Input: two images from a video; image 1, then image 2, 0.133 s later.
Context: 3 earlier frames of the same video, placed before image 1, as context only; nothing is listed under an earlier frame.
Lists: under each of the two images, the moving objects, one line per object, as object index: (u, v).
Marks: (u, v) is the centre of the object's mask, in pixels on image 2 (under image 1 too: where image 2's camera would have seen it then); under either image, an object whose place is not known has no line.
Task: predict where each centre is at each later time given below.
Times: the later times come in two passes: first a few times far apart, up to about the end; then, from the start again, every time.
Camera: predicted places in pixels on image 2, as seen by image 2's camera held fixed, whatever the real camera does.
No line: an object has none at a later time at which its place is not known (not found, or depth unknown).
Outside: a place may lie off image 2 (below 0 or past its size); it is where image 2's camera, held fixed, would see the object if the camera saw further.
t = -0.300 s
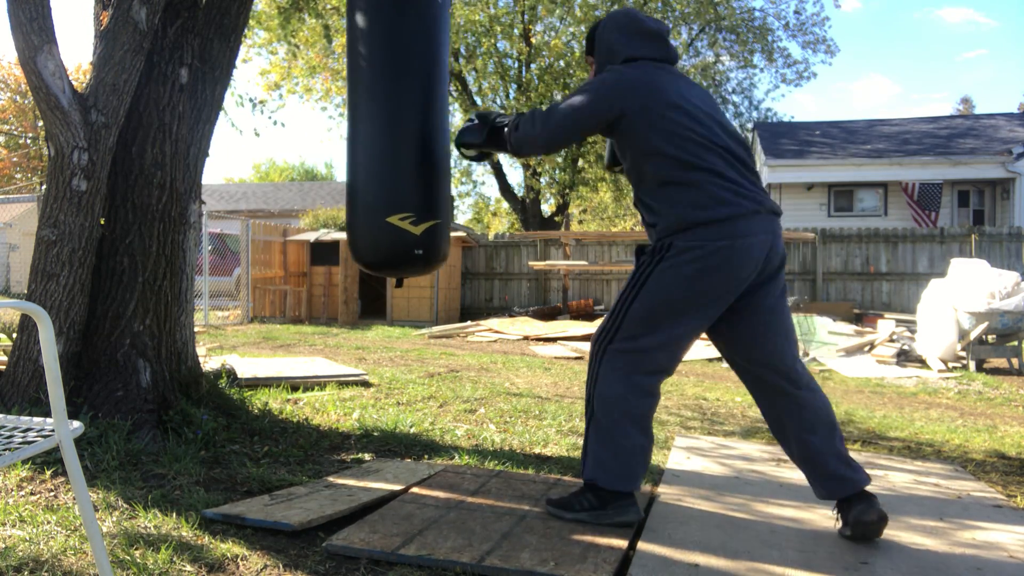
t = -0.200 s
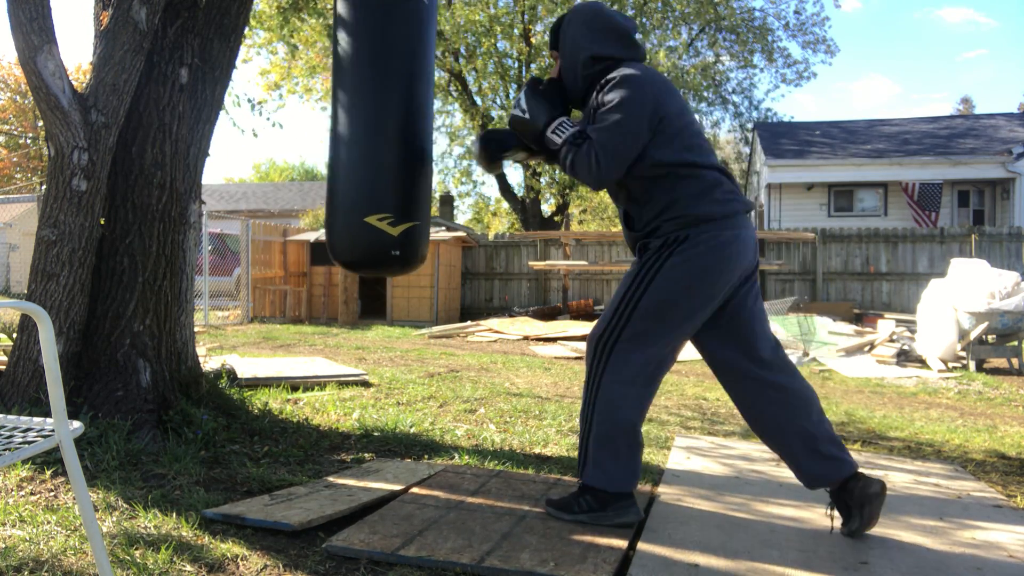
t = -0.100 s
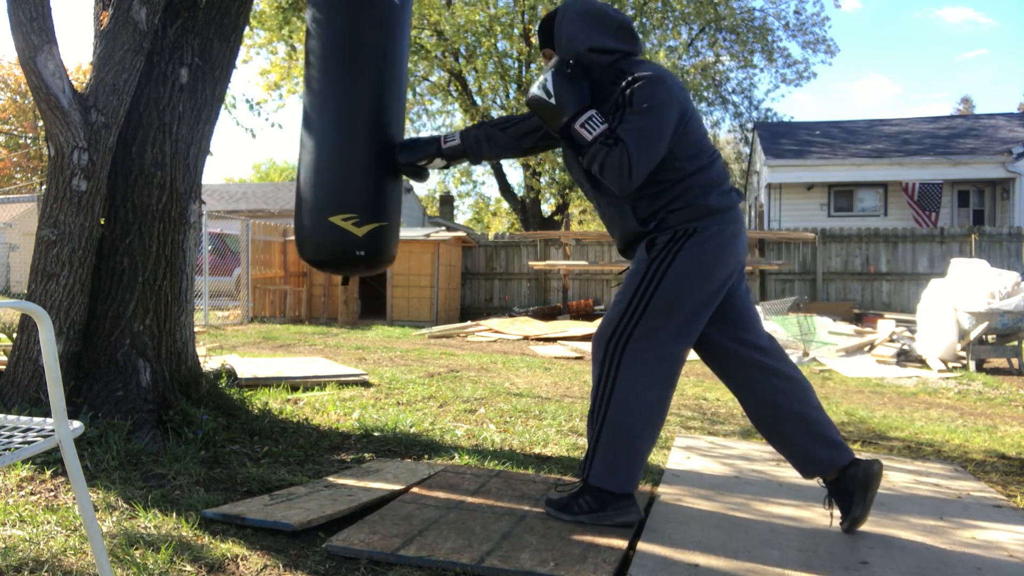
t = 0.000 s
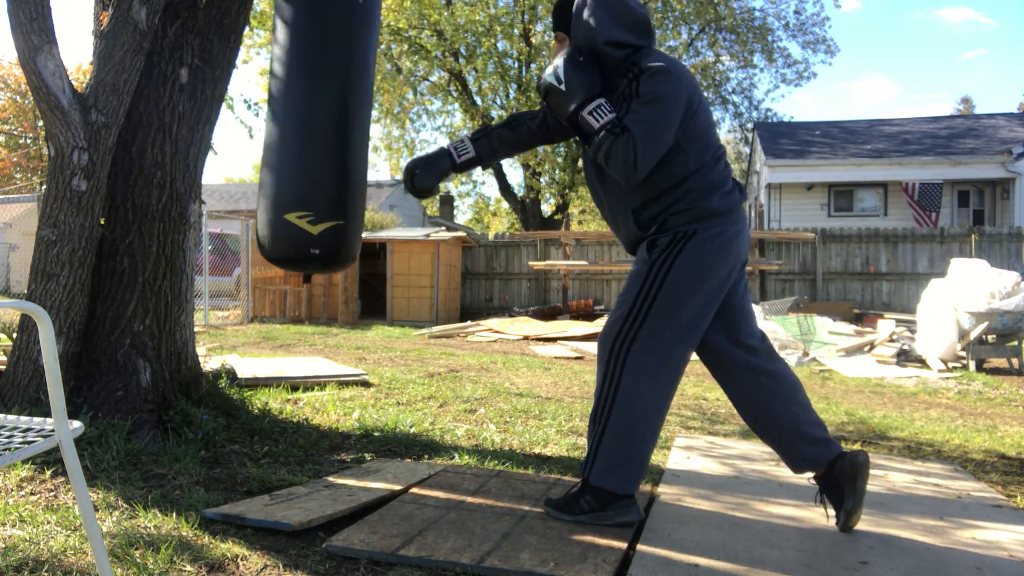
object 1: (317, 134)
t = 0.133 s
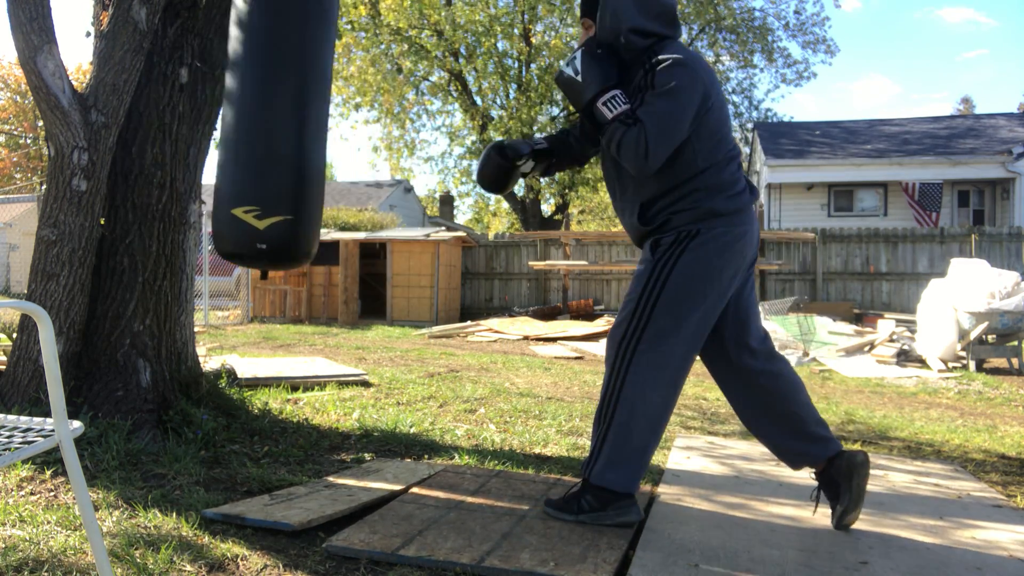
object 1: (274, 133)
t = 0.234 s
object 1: (246, 131)
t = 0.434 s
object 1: (200, 128)
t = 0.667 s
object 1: (173, 124)
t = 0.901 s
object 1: (177, 125)
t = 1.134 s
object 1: (211, 127)
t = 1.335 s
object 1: (262, 132)
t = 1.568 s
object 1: (337, 135)
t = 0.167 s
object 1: (264, 132)
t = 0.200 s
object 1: (255, 132)
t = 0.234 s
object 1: (246, 131)
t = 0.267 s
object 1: (237, 131)
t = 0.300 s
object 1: (229, 130)
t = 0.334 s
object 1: (221, 130)
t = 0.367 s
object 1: (214, 129)
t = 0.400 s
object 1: (207, 128)
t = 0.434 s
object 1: (200, 128)
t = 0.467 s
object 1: (194, 127)
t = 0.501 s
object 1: (189, 126)
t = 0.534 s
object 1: (184, 126)
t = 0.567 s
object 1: (180, 126)
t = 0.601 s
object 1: (177, 125)
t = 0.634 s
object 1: (175, 124)
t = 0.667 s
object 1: (173, 124)
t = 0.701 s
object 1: (172, 124)
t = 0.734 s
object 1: (171, 124)
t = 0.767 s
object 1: (171, 124)
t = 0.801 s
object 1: (172, 124)
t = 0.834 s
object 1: (173, 125)
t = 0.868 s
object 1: (175, 125)
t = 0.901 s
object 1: (177, 125)
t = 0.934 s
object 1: (180, 125)
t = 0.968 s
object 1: (184, 125)
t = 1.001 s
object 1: (188, 126)
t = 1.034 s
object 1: (193, 126)
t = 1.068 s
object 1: (198, 127)
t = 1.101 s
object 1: (205, 127)
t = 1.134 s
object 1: (211, 127)
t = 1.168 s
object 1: (219, 128)
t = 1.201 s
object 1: (226, 129)
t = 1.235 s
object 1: (234, 129)
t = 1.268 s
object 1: (243, 130)
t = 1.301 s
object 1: (252, 131)
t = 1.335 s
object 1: (262, 132)
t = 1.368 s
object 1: (271, 132)
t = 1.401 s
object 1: (282, 133)
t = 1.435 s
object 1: (292, 134)
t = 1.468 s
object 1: (303, 134)
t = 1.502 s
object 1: (314, 135)
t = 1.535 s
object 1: (326, 135)
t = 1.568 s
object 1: (337, 135)
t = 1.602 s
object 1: (349, 136)
